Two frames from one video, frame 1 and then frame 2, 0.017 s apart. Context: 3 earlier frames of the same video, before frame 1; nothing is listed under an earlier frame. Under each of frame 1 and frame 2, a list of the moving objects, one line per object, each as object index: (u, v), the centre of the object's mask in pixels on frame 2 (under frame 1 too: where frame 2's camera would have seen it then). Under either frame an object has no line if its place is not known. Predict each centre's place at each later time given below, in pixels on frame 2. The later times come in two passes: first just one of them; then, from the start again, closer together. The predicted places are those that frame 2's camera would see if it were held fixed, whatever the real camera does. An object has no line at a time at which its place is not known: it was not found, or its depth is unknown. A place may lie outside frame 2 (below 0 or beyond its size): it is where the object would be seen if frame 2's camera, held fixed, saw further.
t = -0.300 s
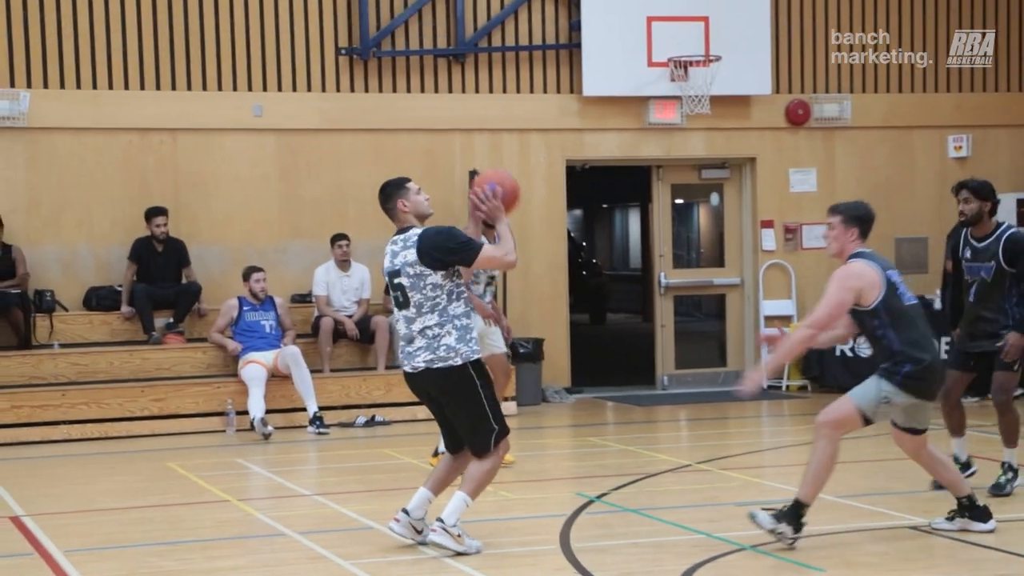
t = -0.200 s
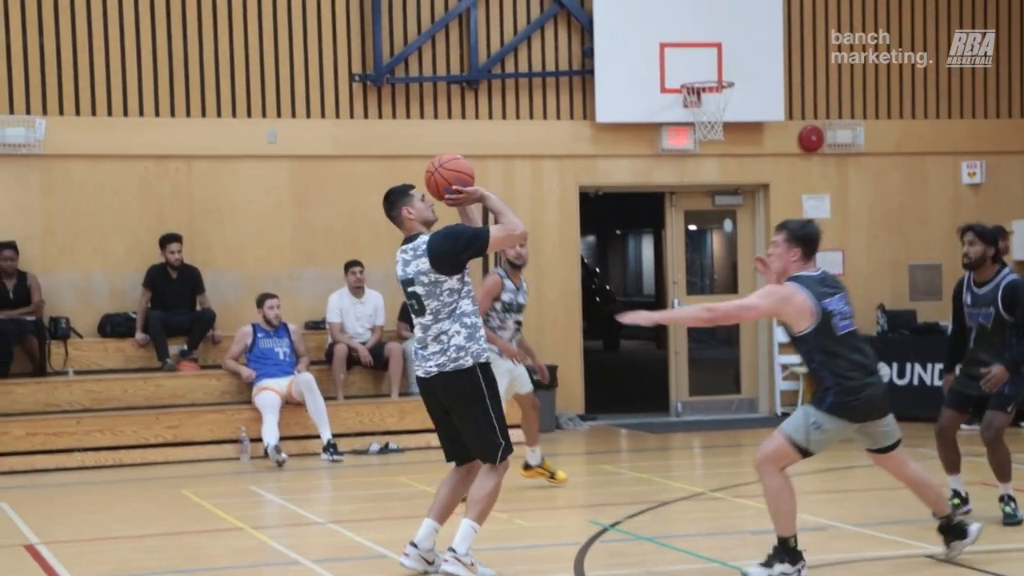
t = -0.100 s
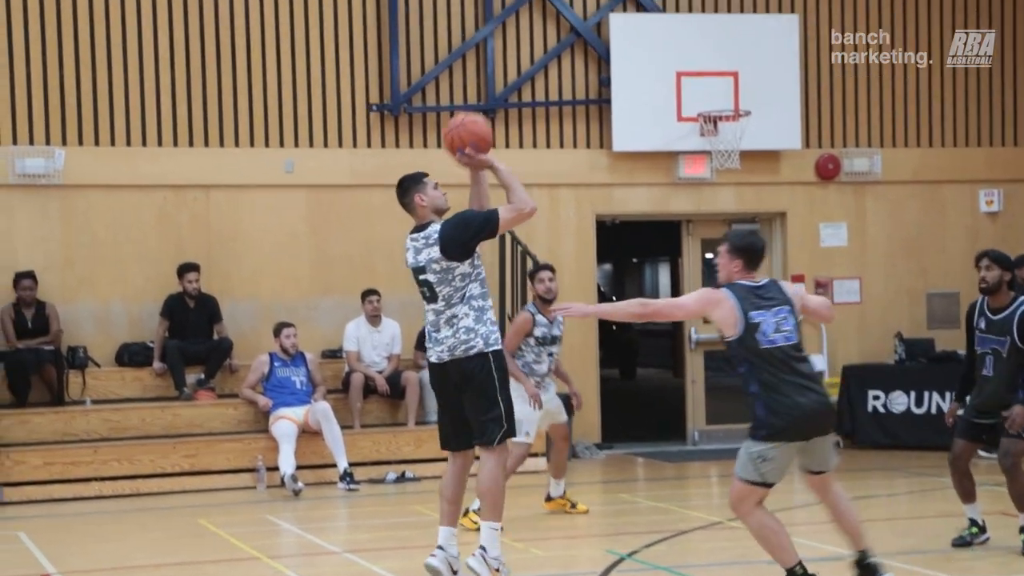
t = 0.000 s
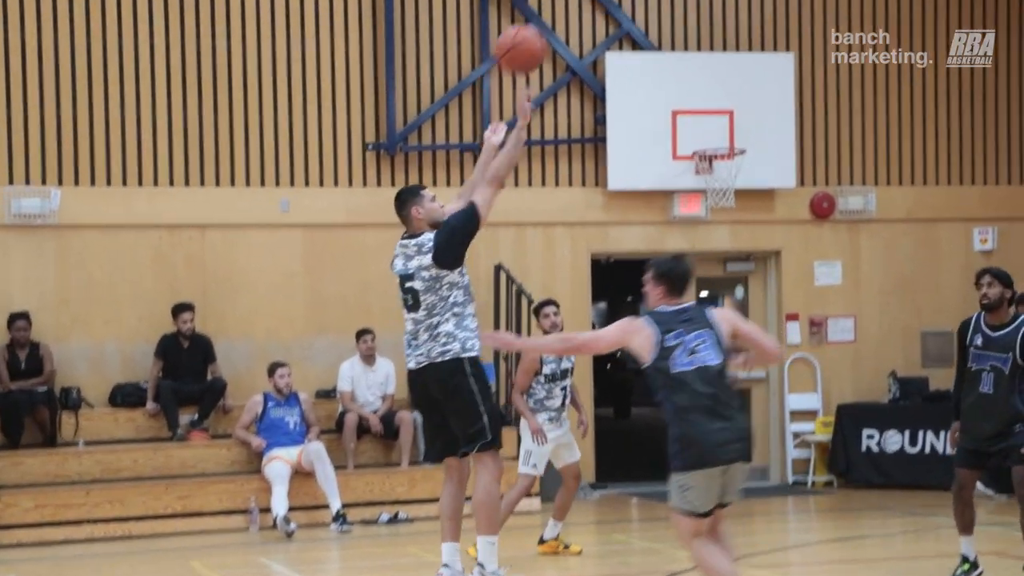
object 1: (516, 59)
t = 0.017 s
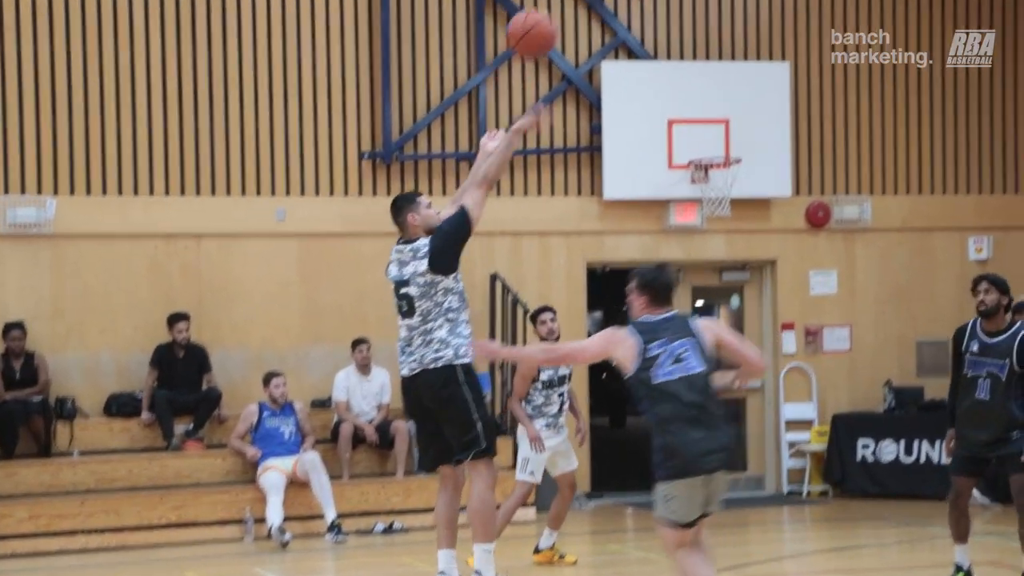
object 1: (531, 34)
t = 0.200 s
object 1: (722, -214)
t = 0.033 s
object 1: (548, 9)
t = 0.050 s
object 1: (565, -12)
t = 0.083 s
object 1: (600, -51)
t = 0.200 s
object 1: (722, -214)
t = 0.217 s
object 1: (740, -241)
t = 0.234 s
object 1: (757, -264)
